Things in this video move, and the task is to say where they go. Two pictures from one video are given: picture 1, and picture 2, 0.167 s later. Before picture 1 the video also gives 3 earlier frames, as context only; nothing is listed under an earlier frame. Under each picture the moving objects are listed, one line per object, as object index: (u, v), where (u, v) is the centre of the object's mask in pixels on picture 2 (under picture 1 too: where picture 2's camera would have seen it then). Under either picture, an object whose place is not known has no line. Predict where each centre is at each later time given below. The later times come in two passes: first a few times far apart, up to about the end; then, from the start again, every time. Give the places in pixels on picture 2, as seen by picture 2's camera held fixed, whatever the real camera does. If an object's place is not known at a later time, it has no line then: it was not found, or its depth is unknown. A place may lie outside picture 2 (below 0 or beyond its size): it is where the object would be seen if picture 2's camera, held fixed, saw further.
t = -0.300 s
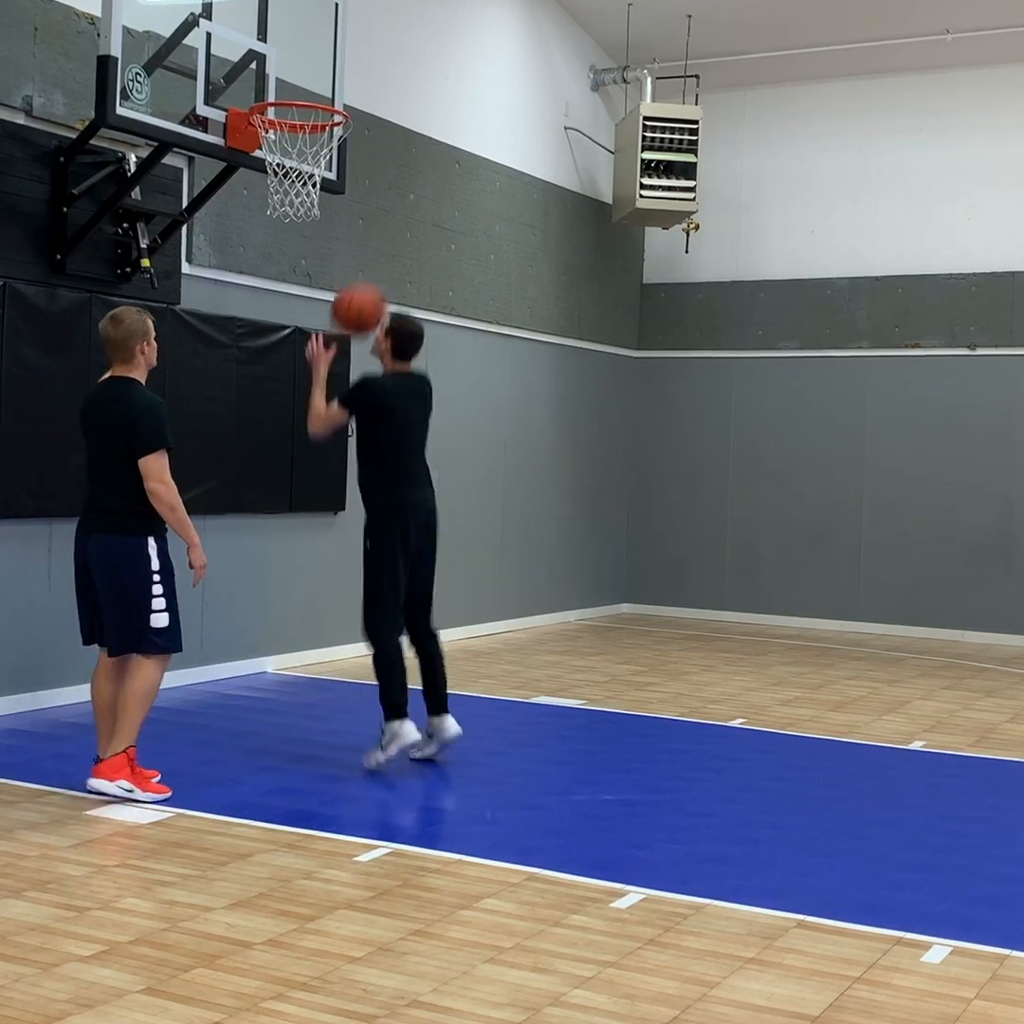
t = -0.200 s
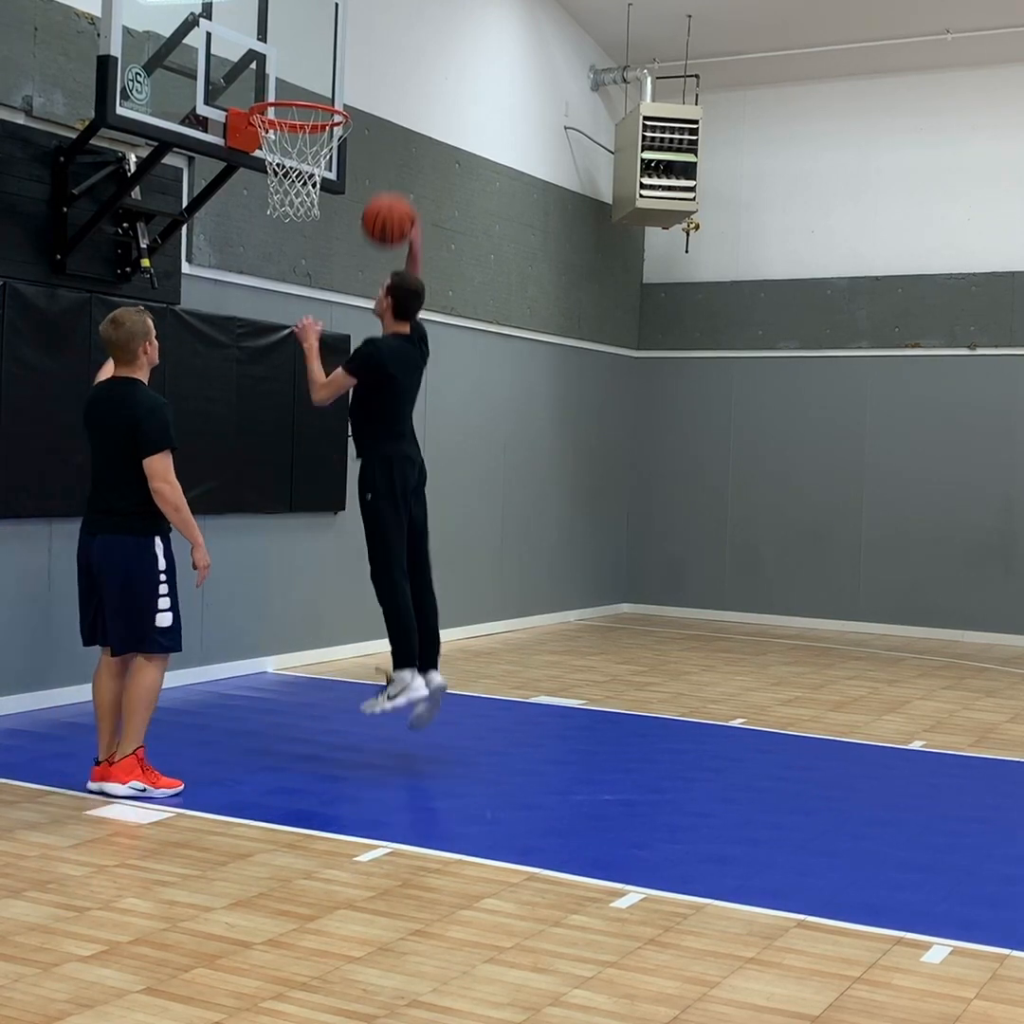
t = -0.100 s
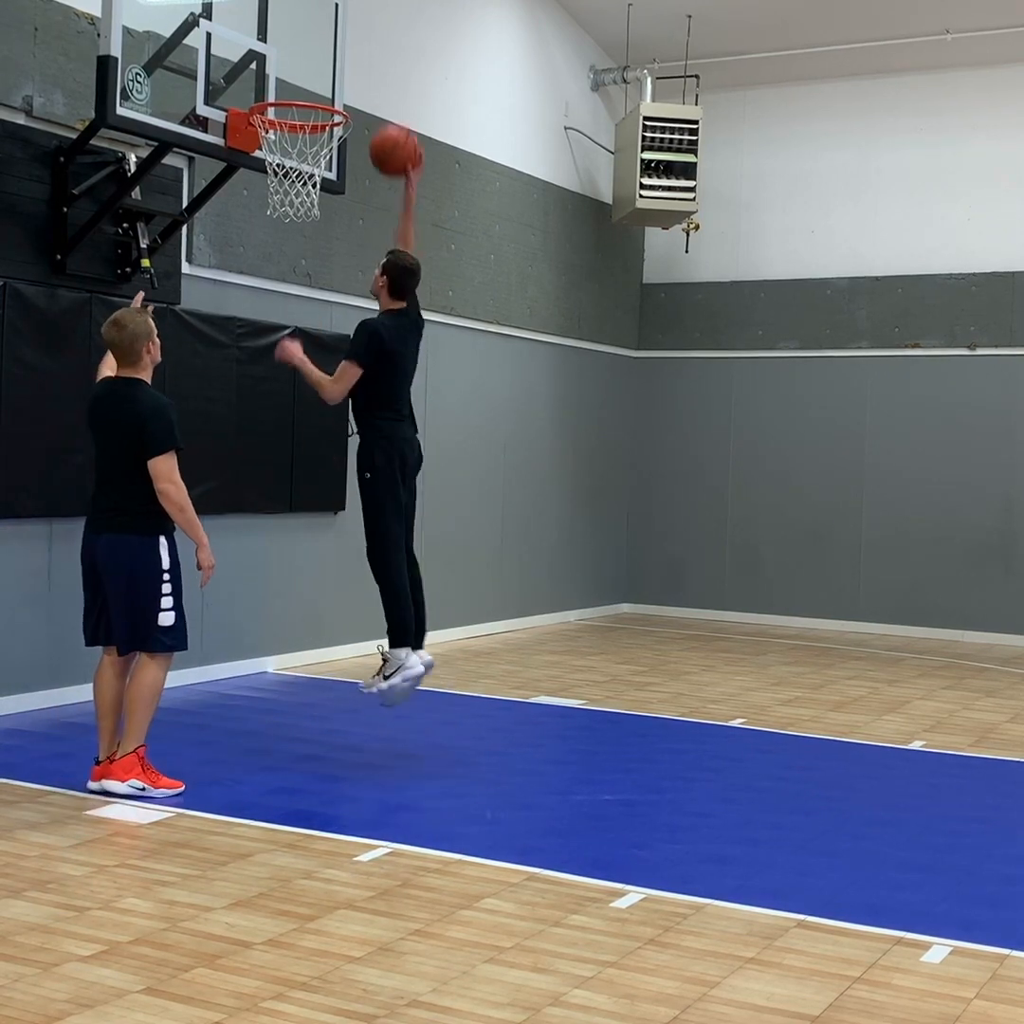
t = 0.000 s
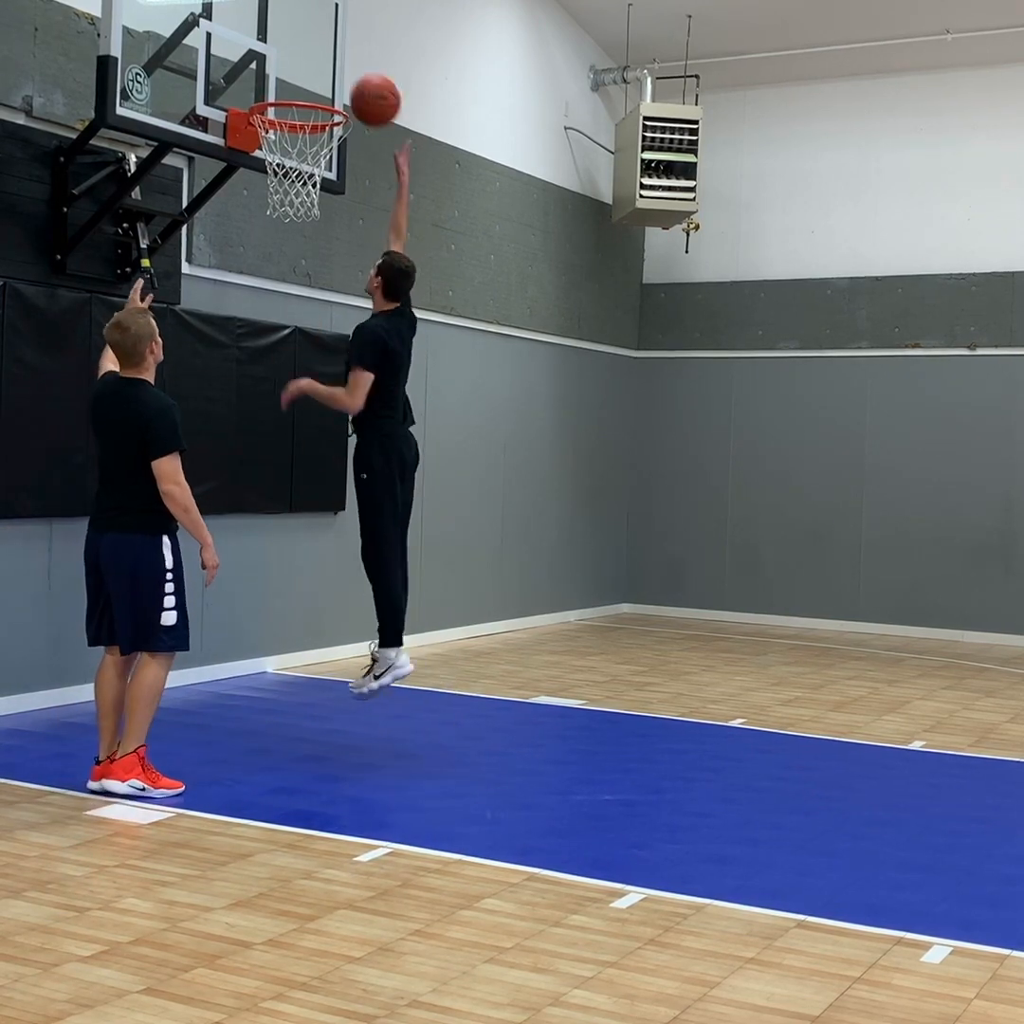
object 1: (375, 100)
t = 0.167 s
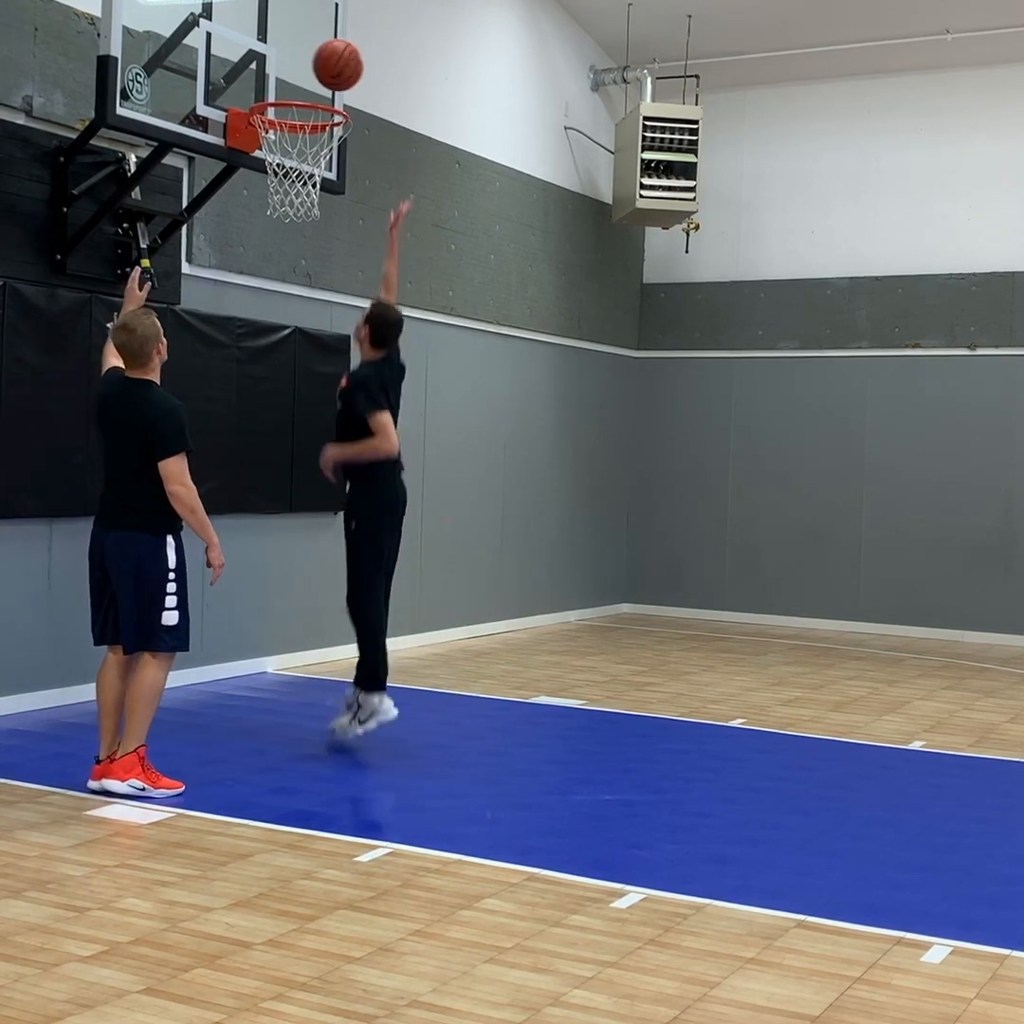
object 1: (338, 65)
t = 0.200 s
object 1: (330, 65)
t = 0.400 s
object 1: (285, 111)
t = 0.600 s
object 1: (262, 199)
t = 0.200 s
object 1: (330, 65)
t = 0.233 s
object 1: (323, 67)
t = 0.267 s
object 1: (315, 71)
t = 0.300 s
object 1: (307, 77)
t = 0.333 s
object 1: (300, 83)
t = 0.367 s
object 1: (292, 96)
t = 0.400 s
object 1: (285, 111)
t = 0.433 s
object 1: (276, 126)
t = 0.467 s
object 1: (270, 141)
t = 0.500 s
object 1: (265, 157)
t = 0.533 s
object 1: (264, 171)
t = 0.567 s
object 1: (263, 184)
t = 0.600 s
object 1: (262, 199)
